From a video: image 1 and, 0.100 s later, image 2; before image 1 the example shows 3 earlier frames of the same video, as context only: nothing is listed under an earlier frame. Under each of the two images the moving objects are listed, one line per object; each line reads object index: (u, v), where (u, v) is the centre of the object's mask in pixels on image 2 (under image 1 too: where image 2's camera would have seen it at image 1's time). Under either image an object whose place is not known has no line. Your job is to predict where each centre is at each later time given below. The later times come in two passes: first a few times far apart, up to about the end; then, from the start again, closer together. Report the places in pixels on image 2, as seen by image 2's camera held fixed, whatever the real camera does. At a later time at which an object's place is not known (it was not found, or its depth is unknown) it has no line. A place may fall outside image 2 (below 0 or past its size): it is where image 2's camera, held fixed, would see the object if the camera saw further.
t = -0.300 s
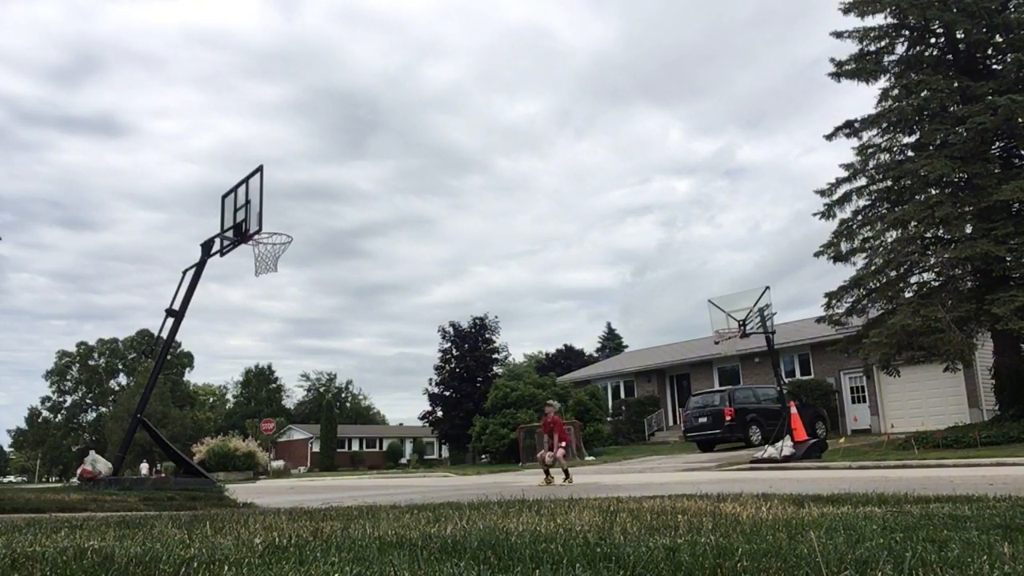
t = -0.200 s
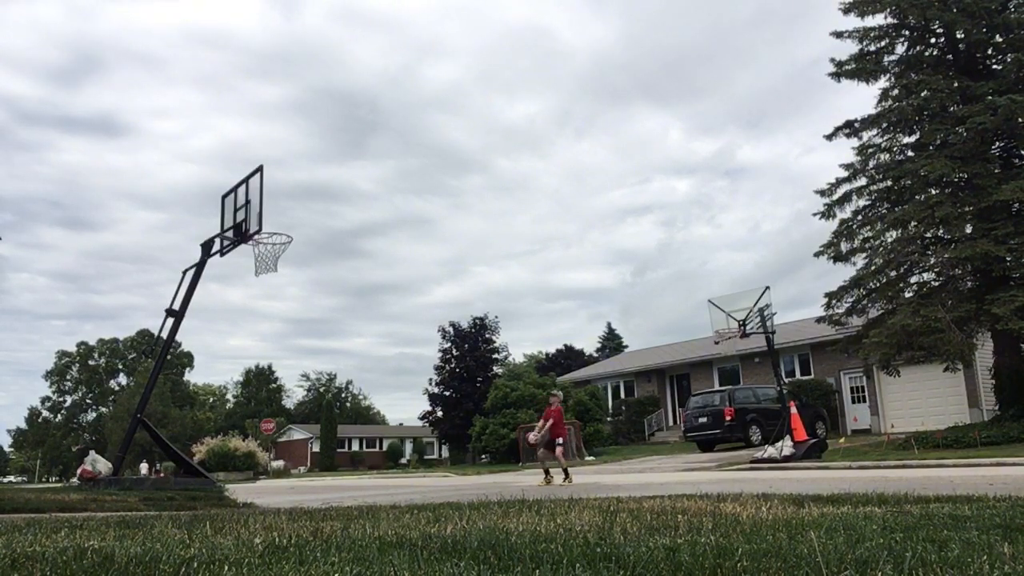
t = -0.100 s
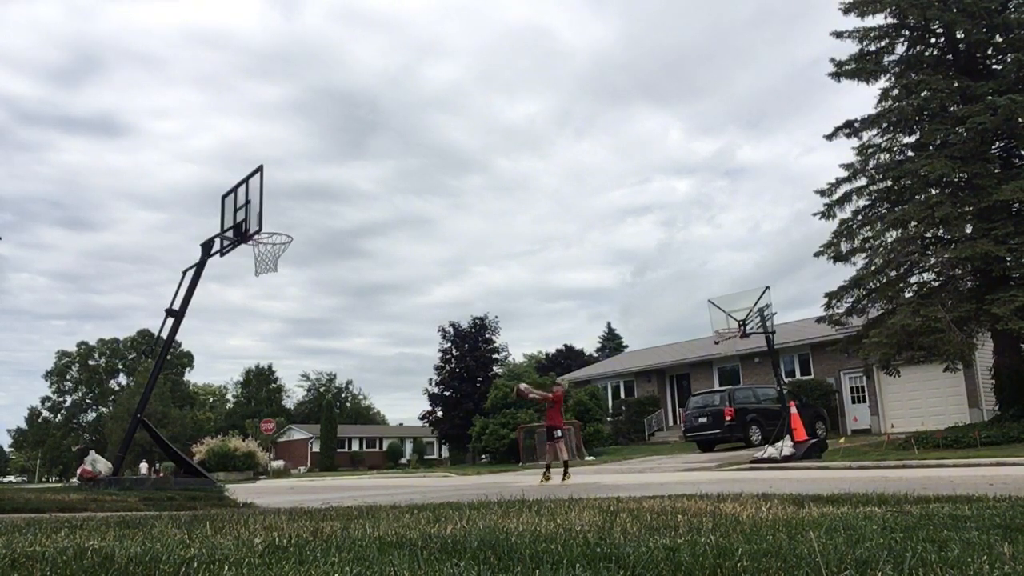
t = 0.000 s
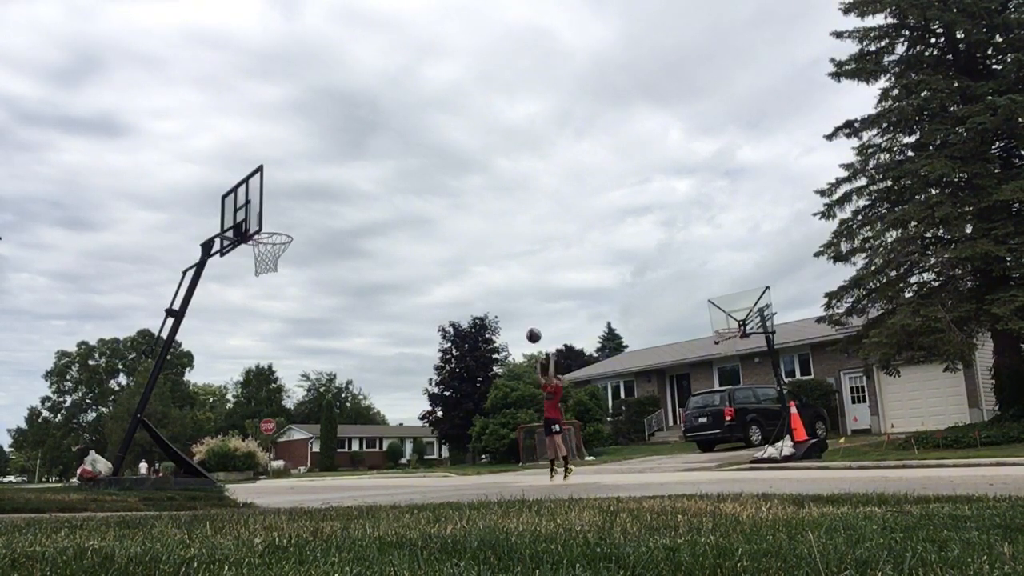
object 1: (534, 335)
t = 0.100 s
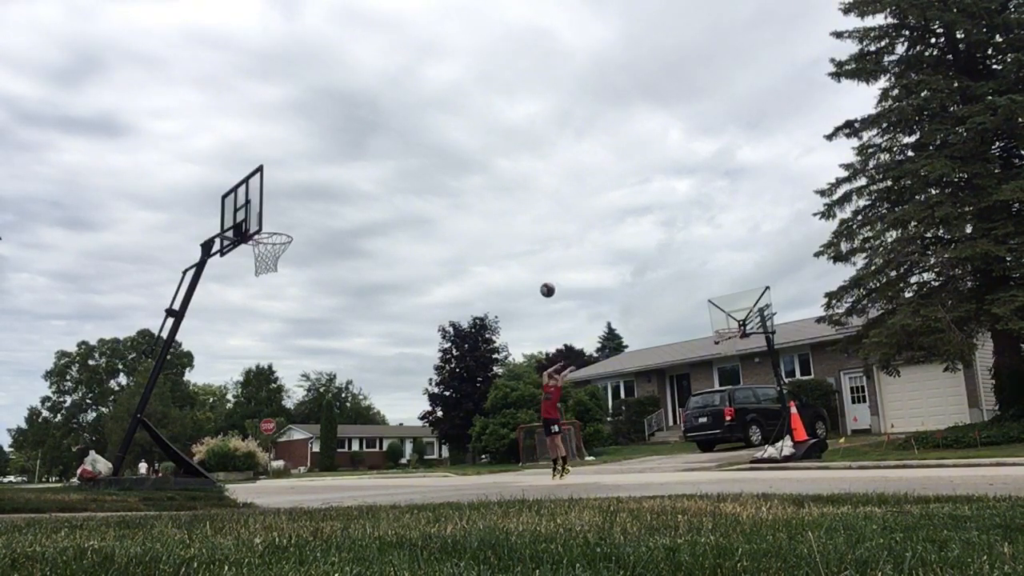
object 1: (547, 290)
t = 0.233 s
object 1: (565, 243)
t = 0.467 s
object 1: (594, 195)
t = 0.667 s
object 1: (618, 183)
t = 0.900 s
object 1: (646, 198)
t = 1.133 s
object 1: (674, 242)
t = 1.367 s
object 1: (702, 314)
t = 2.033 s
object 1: (748, 367)
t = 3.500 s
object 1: (810, 441)
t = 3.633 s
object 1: (814, 430)
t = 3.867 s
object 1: (823, 437)
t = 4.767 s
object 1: (854, 449)
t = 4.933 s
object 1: (862, 463)
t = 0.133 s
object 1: (552, 277)
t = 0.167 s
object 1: (556, 265)
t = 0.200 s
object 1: (561, 253)
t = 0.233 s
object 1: (565, 243)
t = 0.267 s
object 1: (569, 234)
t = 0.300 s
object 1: (573, 225)
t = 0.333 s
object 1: (577, 218)
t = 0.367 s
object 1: (582, 211)
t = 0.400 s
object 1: (586, 205)
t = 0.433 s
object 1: (590, 199)
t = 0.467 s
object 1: (594, 195)
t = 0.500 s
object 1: (598, 191)
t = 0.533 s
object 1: (602, 188)
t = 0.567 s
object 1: (606, 186)
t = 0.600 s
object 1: (610, 184)
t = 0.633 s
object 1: (614, 183)
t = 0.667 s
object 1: (618, 183)
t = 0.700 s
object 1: (622, 183)
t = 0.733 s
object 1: (626, 184)
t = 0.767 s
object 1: (630, 186)
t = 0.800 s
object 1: (634, 188)
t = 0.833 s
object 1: (638, 191)
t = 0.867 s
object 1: (642, 194)
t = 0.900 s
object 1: (646, 198)
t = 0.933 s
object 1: (650, 203)
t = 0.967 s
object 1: (654, 208)
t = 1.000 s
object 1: (658, 213)
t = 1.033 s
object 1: (662, 220)
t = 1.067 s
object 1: (666, 227)
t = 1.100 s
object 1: (670, 234)
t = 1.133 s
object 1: (674, 242)
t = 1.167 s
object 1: (678, 251)
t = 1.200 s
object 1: (682, 260)
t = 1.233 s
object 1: (686, 270)
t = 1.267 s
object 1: (690, 280)
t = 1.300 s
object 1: (694, 291)
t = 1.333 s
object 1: (698, 302)
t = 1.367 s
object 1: (702, 314)
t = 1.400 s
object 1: (707, 327)
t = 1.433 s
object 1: (711, 339)
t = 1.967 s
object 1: (747, 382)
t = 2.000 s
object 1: (748, 375)
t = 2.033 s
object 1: (748, 367)
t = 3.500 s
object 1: (810, 441)
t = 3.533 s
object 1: (810, 438)
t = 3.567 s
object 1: (813, 432)
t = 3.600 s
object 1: (814, 431)
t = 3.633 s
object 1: (814, 430)
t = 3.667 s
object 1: (815, 429)
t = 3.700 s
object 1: (815, 429)
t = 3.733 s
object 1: (816, 430)
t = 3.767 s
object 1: (818, 430)
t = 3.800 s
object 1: (819, 431)
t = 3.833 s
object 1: (821, 434)
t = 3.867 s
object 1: (823, 437)
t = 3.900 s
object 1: (824, 442)
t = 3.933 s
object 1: (825, 447)
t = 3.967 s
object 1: (827, 453)
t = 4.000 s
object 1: (829, 461)
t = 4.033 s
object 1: (831, 463)
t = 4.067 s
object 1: (832, 457)
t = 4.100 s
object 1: (832, 452)
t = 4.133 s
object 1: (833, 447)
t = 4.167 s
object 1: (834, 444)
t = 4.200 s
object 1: (834, 442)
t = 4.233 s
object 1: (835, 441)
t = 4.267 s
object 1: (835, 441)
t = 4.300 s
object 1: (837, 441)
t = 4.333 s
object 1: (839, 441)
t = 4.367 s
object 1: (840, 443)
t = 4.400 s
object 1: (841, 445)
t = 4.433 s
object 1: (843, 449)
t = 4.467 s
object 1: (845, 454)
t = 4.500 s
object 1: (846, 460)
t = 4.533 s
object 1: (848, 467)
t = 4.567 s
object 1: (849, 464)
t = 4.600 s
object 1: (850, 459)
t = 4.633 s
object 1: (850, 455)
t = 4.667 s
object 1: (853, 452)
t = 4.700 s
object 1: (853, 451)
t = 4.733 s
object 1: (853, 449)
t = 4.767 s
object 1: (854, 449)
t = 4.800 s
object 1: (855, 450)
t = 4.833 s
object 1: (858, 452)
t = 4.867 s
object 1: (859, 455)
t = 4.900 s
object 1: (861, 458)
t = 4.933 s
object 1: (862, 463)
